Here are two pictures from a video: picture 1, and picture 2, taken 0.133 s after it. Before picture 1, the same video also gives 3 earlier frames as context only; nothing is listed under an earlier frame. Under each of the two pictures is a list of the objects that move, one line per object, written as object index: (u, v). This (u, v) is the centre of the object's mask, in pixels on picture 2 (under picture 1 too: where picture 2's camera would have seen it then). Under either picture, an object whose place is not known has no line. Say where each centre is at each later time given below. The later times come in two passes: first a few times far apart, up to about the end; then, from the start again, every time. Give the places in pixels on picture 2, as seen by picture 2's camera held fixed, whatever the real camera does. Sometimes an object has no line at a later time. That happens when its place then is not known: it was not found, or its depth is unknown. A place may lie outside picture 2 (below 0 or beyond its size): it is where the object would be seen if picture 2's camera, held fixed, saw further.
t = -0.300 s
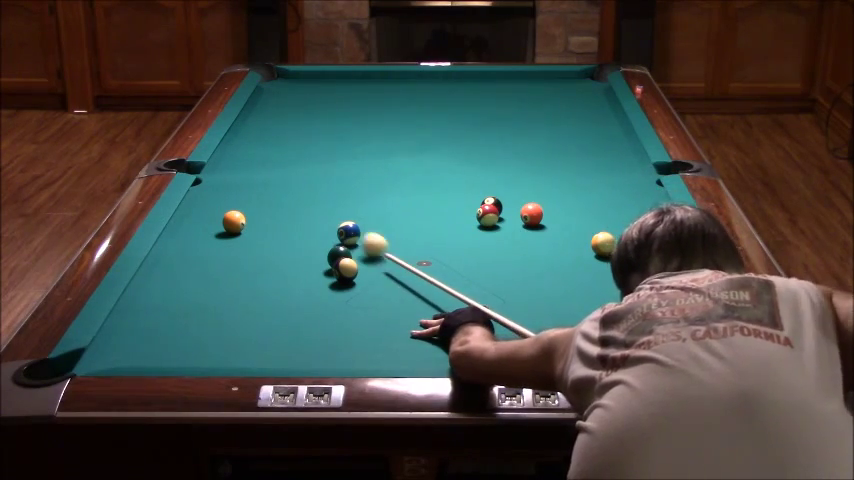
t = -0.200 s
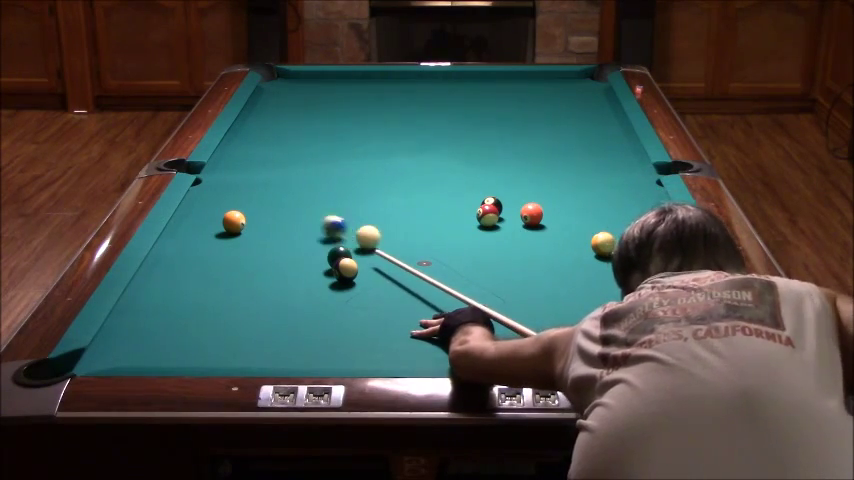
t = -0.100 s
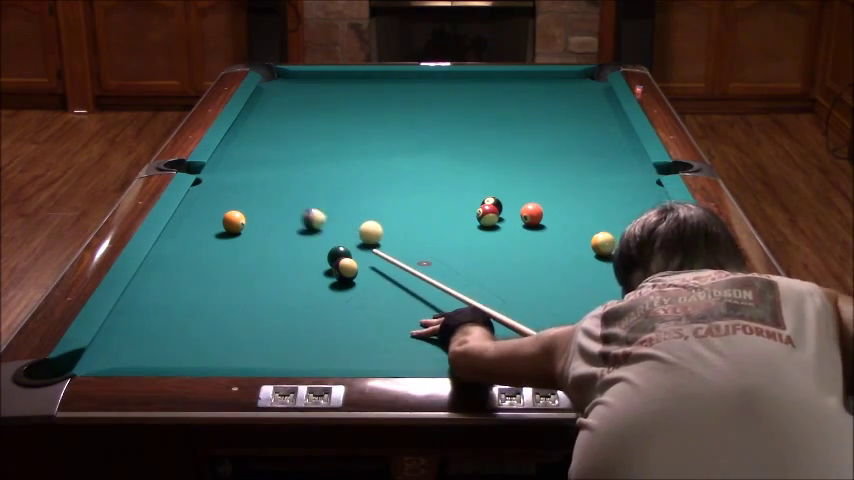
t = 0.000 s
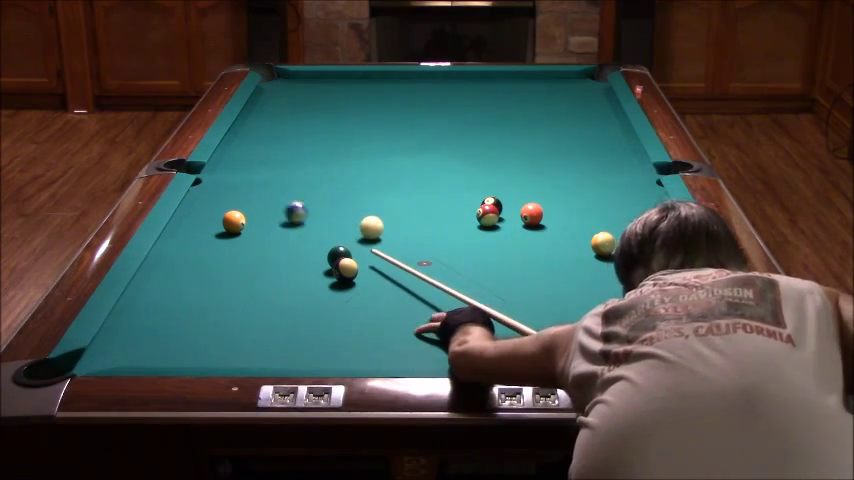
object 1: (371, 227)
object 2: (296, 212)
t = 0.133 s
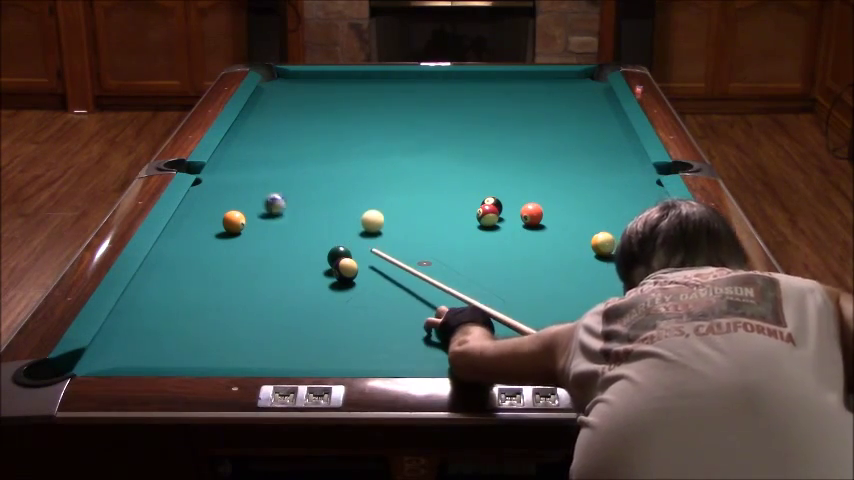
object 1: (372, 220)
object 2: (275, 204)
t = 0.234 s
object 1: (373, 216)
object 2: (260, 197)
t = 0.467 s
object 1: (375, 206)
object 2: (228, 184)
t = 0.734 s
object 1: (377, 196)
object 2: (197, 172)
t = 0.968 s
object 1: (379, 188)
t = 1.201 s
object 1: (381, 181)
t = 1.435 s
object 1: (381, 175)
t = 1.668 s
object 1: (382, 169)
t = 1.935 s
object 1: (383, 163)
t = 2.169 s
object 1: (384, 159)
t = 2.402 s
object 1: (384, 155)
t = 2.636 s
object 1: (384, 152)
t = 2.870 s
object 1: (385, 149)
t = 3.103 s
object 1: (385, 146)
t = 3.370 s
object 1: (386, 144)
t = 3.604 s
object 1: (387, 143)
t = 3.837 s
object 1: (388, 142)
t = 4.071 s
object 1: (388, 141)
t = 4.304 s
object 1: (389, 141)
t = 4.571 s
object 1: (389, 141)
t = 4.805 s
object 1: (389, 141)
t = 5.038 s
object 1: (389, 141)
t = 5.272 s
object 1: (389, 141)
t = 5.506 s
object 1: (389, 141)
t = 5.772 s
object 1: (389, 141)
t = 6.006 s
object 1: (389, 141)
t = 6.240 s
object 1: (389, 141)
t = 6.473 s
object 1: (389, 141)
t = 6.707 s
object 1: (389, 141)
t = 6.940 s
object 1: (389, 141)
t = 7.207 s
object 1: (389, 141)
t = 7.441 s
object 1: (389, 141)
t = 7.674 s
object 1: (389, 141)
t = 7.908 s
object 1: (389, 141)
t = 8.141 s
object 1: (389, 141)
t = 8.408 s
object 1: (389, 141)
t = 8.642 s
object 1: (389, 141)
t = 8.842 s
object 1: (389, 141)
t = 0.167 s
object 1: (372, 219)
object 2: (270, 202)
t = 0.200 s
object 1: (373, 218)
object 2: (265, 199)
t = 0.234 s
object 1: (373, 216)
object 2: (260, 197)
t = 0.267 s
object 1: (373, 214)
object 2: (255, 196)
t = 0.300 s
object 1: (374, 213)
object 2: (251, 194)
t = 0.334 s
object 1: (374, 212)
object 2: (246, 191)
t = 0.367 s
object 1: (374, 210)
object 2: (241, 189)
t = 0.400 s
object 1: (375, 209)
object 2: (236, 188)
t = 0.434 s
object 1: (375, 207)
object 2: (232, 186)
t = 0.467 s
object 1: (375, 206)
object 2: (228, 184)
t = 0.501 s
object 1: (375, 205)
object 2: (223, 182)
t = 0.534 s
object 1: (376, 204)
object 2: (218, 181)
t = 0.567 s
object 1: (376, 202)
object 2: (215, 179)
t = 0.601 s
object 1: (376, 201)
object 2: (211, 176)
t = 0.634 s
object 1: (376, 200)
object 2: (206, 175)
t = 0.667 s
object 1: (377, 198)
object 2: (202, 174)
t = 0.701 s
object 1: (377, 198)
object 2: (200, 172)
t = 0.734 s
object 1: (377, 196)
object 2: (197, 172)
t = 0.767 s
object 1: (378, 195)
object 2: (192, 172)
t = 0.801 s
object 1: (378, 194)
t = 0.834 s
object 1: (378, 193)
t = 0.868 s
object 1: (379, 192)
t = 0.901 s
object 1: (379, 190)
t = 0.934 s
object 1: (379, 189)
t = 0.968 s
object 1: (379, 188)
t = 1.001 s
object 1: (379, 187)
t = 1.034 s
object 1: (380, 186)
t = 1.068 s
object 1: (380, 185)
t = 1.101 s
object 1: (380, 184)
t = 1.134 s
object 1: (380, 183)
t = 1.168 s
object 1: (380, 182)
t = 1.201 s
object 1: (381, 181)
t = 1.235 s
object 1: (381, 180)
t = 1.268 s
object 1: (381, 179)
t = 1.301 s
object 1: (381, 178)
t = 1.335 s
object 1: (381, 178)
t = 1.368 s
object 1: (381, 177)
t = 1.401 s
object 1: (381, 176)
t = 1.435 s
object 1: (381, 175)
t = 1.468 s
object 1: (382, 174)
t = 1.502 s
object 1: (381, 173)
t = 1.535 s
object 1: (382, 172)
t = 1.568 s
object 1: (382, 172)
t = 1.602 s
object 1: (382, 171)
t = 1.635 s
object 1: (382, 170)
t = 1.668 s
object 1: (382, 169)
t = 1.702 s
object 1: (382, 168)
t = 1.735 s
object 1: (382, 168)
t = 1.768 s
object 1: (382, 167)
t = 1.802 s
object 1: (383, 166)
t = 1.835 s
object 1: (383, 165)
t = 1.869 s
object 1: (383, 165)
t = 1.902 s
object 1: (383, 164)
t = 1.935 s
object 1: (383, 163)
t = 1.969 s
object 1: (383, 163)
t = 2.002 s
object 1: (383, 162)
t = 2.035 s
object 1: (384, 161)
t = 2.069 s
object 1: (384, 161)
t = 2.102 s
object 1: (384, 160)
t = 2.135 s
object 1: (384, 160)
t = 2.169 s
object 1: (384, 159)
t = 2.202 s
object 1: (384, 158)
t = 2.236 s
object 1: (384, 158)
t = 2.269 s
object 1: (384, 157)
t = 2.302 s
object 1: (384, 157)
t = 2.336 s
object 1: (384, 156)
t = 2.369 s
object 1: (384, 155)
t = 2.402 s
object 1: (384, 155)
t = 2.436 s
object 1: (385, 155)
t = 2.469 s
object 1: (385, 154)
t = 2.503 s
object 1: (384, 154)
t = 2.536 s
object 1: (384, 153)
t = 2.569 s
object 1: (385, 153)
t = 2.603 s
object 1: (384, 152)
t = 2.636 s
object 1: (384, 152)
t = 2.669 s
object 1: (385, 151)
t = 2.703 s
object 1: (385, 151)
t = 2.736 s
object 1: (385, 150)
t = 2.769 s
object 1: (385, 150)
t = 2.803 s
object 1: (385, 150)
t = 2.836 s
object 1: (385, 149)
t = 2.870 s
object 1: (385, 149)
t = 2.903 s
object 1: (385, 148)
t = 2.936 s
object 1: (385, 148)
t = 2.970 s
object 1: (385, 148)
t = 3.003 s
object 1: (385, 147)
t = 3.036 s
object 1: (385, 147)
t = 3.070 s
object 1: (385, 147)
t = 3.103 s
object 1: (385, 146)
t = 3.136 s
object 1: (385, 146)
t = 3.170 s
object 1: (385, 146)
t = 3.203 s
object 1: (385, 145)
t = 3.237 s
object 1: (385, 145)
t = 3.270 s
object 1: (385, 145)
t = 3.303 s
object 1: (385, 145)
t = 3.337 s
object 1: (385, 144)
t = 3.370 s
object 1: (386, 144)
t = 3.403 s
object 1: (386, 144)
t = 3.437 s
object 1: (386, 144)
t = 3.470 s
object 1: (386, 144)
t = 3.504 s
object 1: (386, 143)
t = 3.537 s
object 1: (386, 143)
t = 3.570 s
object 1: (386, 143)
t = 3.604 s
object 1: (387, 143)
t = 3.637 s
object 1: (387, 143)
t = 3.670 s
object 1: (387, 143)
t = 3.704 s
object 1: (387, 142)
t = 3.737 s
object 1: (387, 142)
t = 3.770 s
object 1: (388, 142)
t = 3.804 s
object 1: (388, 142)
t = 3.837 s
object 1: (388, 142)
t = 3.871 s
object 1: (388, 142)
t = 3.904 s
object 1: (388, 142)
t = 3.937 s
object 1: (388, 141)
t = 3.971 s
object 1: (388, 141)
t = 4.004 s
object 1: (388, 141)
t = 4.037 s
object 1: (388, 141)
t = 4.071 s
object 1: (388, 141)
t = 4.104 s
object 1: (389, 141)
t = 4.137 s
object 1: (389, 141)
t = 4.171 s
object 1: (389, 141)
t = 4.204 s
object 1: (389, 141)
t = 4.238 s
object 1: (389, 141)
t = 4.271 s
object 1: (389, 141)
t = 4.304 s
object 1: (389, 141)
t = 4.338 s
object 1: (389, 141)
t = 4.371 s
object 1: (389, 141)
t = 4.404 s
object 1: (389, 141)
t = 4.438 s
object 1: (389, 141)
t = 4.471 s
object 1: (389, 141)
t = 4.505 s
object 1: (389, 141)
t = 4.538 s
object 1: (389, 141)
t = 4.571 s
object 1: (389, 141)
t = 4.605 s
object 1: (389, 141)
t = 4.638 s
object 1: (389, 141)
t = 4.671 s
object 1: (389, 141)
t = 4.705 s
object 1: (389, 141)
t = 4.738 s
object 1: (389, 141)
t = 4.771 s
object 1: (389, 141)
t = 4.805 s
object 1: (389, 141)
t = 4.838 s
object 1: (389, 141)
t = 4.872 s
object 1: (389, 141)
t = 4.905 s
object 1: (389, 141)
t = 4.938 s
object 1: (389, 141)
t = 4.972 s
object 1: (389, 141)
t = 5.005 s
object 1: (389, 141)
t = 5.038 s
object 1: (389, 141)
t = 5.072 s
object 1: (389, 141)
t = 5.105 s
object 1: (389, 141)
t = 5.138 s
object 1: (389, 141)
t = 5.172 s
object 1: (389, 141)
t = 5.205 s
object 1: (389, 141)
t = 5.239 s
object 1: (389, 141)
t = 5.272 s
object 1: (389, 141)
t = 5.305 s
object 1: (389, 141)
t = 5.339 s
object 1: (389, 141)
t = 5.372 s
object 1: (389, 141)
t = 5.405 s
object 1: (389, 141)
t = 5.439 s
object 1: (389, 141)
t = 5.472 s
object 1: (389, 141)
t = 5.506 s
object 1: (389, 141)
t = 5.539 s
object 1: (389, 141)
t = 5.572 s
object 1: (389, 141)
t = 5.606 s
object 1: (389, 141)
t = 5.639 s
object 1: (389, 141)
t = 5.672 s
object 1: (389, 141)
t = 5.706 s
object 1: (389, 141)
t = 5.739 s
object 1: (389, 141)
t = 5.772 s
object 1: (389, 141)
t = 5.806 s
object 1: (389, 141)
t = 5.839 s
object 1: (389, 141)
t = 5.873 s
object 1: (389, 141)
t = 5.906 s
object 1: (389, 141)
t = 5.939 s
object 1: (389, 141)
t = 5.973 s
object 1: (389, 141)
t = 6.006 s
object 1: (389, 141)
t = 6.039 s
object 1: (389, 141)
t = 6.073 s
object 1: (389, 141)
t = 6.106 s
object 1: (389, 141)
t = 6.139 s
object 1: (389, 141)
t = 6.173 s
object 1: (389, 141)
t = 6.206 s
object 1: (389, 141)
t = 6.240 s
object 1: (389, 141)
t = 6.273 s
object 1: (389, 141)
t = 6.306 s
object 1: (389, 141)
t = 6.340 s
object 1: (389, 141)
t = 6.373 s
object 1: (389, 141)
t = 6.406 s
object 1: (389, 141)
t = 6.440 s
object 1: (389, 141)
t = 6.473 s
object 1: (389, 141)
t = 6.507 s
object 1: (389, 141)
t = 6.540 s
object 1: (389, 141)
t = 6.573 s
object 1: (389, 141)
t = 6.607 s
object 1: (389, 141)
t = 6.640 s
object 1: (389, 141)
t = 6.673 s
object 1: (389, 141)
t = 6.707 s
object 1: (389, 141)
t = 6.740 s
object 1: (389, 141)
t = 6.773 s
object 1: (389, 141)
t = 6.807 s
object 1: (389, 141)
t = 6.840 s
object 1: (389, 141)
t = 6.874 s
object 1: (389, 141)
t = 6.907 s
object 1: (389, 141)
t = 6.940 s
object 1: (389, 141)
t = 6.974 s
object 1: (389, 141)
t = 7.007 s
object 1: (389, 141)
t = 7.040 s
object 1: (389, 141)
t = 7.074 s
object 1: (389, 141)
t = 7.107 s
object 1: (389, 141)
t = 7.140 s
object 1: (389, 141)
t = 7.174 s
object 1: (389, 141)
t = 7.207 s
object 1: (389, 141)
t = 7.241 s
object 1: (389, 141)
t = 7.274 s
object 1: (389, 141)
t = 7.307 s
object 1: (389, 141)
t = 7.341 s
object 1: (389, 141)
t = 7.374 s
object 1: (389, 141)
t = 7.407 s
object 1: (389, 141)
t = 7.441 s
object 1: (389, 141)
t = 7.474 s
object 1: (389, 141)
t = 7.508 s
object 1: (389, 141)
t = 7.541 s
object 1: (389, 141)
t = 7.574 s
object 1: (389, 141)
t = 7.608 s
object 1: (389, 141)
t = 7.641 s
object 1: (389, 141)
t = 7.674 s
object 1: (389, 141)
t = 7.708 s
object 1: (389, 141)
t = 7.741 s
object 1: (389, 141)
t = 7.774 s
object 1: (389, 141)
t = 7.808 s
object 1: (389, 141)
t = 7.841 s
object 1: (389, 141)
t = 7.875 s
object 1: (389, 141)
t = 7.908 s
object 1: (389, 141)
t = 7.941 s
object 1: (389, 141)
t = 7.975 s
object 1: (389, 141)
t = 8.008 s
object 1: (389, 141)
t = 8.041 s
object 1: (389, 141)
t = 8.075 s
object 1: (389, 141)
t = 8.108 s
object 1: (389, 141)
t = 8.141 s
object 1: (389, 141)
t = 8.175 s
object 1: (389, 141)
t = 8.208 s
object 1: (389, 141)
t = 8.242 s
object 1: (389, 141)
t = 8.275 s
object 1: (389, 141)
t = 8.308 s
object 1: (389, 141)
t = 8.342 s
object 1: (389, 141)
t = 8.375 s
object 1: (389, 141)
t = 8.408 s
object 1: (389, 141)
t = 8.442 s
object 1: (389, 141)
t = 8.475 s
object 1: (389, 141)
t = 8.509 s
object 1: (389, 141)
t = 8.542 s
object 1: (389, 141)
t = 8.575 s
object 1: (389, 141)
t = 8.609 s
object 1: (389, 141)
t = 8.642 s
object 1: (389, 141)
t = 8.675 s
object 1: (389, 141)
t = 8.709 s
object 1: (389, 141)
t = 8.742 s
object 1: (389, 141)
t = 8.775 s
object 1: (389, 141)
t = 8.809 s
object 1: (389, 141)
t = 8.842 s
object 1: (389, 141)
